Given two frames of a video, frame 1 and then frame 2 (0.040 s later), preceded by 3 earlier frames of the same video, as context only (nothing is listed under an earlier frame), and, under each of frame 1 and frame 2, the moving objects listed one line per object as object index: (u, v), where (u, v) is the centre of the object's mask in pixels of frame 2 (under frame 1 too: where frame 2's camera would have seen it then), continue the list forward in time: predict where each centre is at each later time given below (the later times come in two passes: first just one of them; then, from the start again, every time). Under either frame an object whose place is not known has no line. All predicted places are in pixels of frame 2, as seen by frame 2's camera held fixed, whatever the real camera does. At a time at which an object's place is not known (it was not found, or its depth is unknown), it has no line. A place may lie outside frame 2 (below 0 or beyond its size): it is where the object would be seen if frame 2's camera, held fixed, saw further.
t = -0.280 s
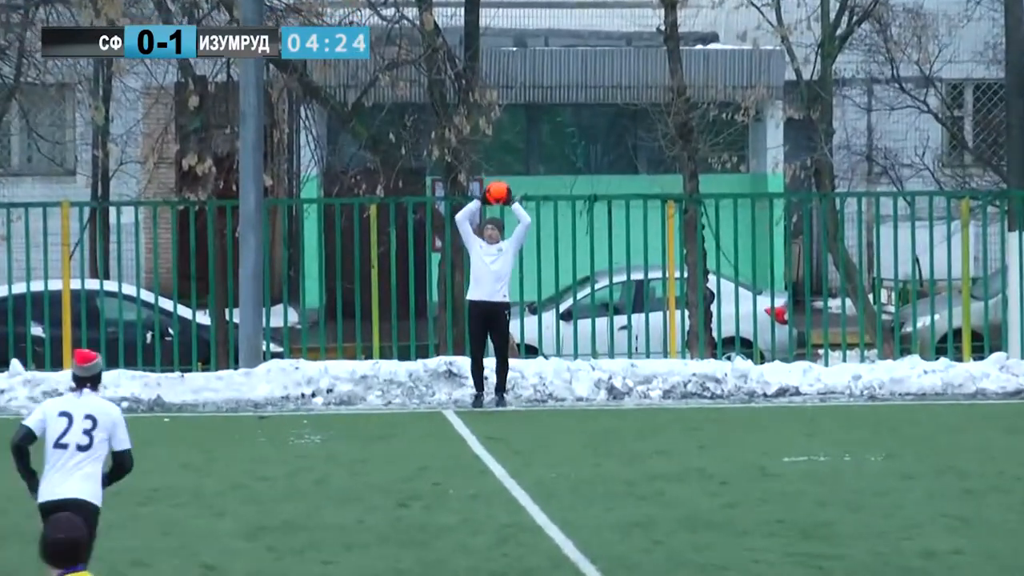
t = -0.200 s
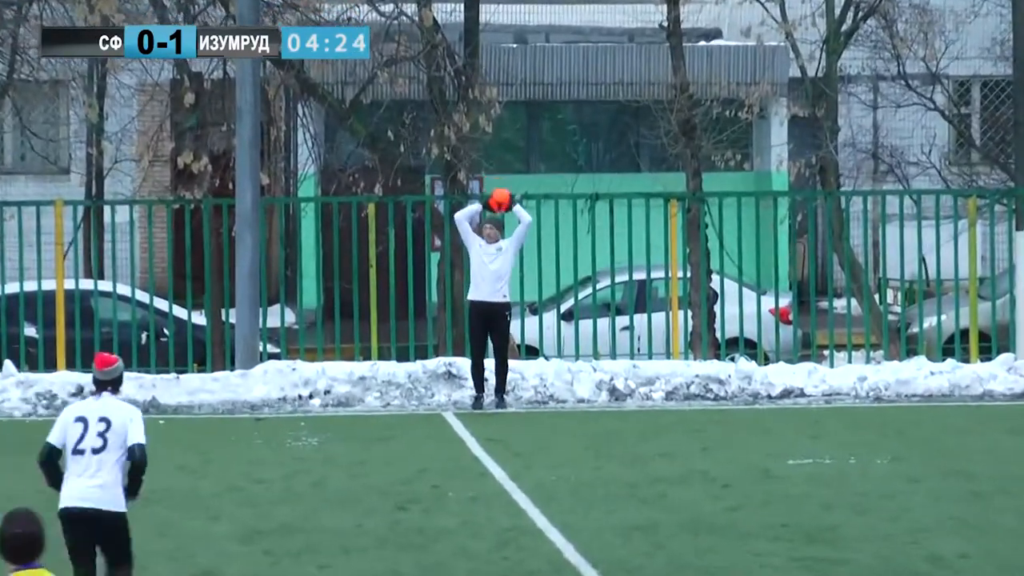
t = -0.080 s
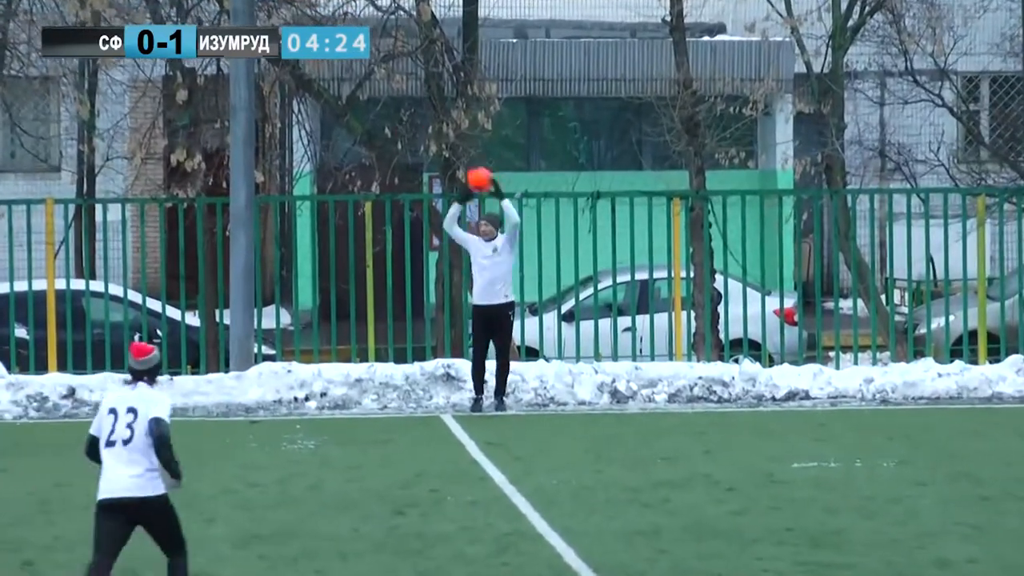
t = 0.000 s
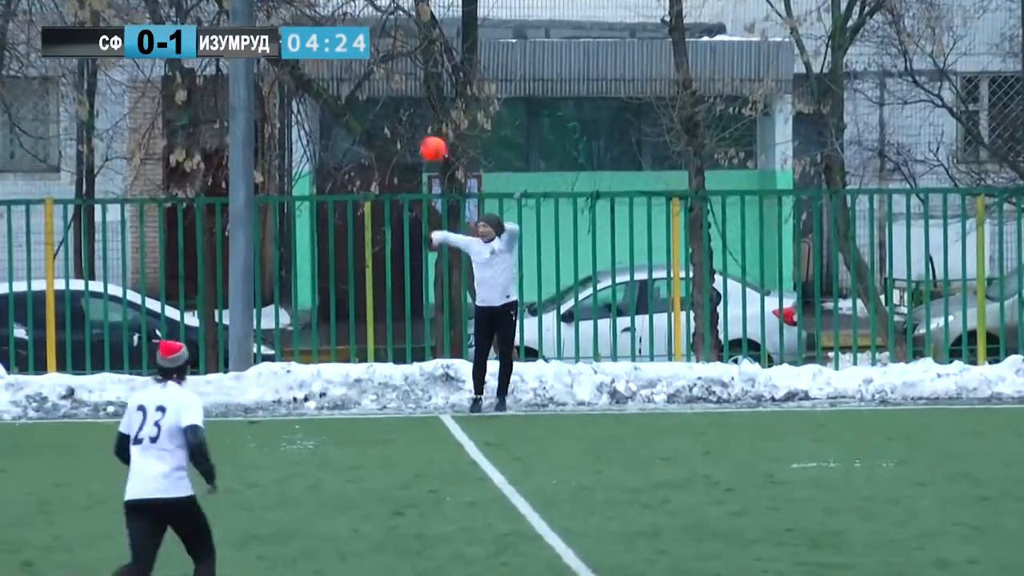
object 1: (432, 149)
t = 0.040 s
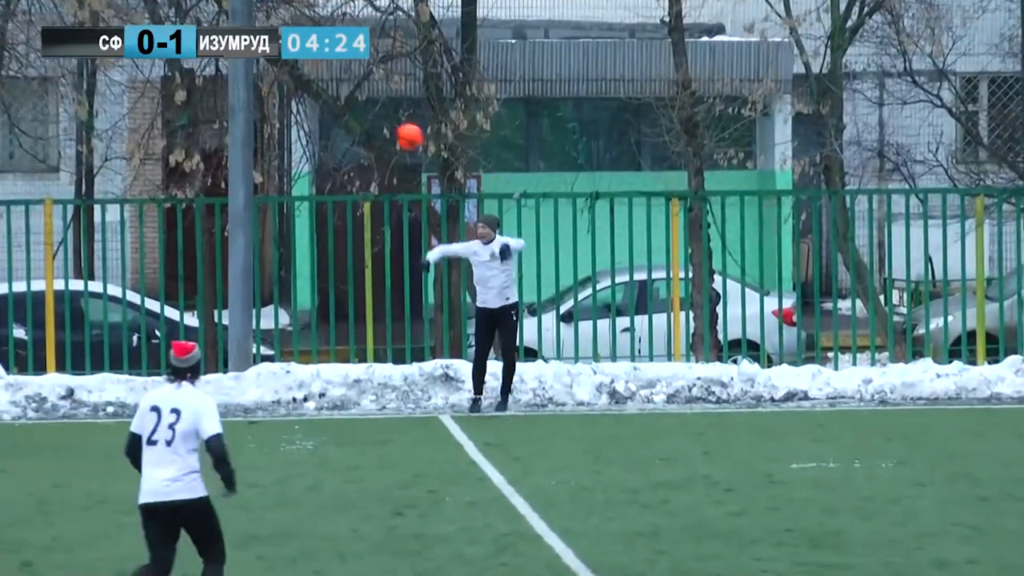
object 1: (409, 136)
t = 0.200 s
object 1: (313, 101)
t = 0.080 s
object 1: (386, 124)
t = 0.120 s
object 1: (362, 115)
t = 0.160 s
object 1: (337, 107)
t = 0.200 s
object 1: (313, 101)
